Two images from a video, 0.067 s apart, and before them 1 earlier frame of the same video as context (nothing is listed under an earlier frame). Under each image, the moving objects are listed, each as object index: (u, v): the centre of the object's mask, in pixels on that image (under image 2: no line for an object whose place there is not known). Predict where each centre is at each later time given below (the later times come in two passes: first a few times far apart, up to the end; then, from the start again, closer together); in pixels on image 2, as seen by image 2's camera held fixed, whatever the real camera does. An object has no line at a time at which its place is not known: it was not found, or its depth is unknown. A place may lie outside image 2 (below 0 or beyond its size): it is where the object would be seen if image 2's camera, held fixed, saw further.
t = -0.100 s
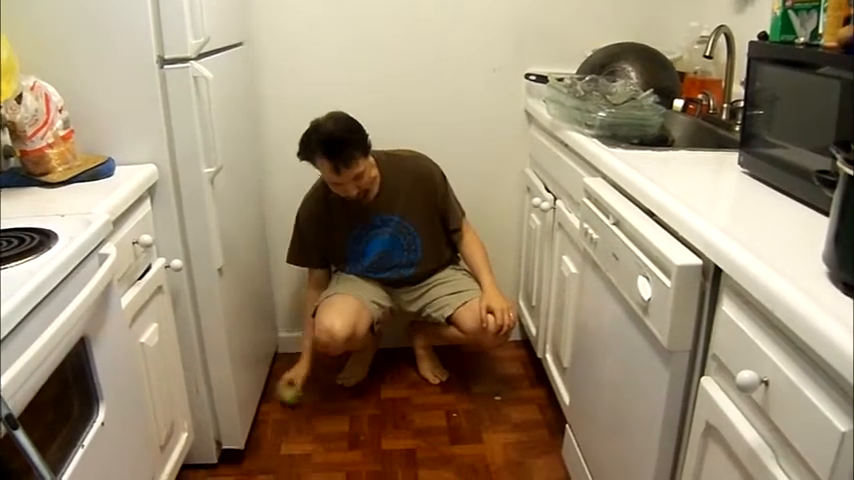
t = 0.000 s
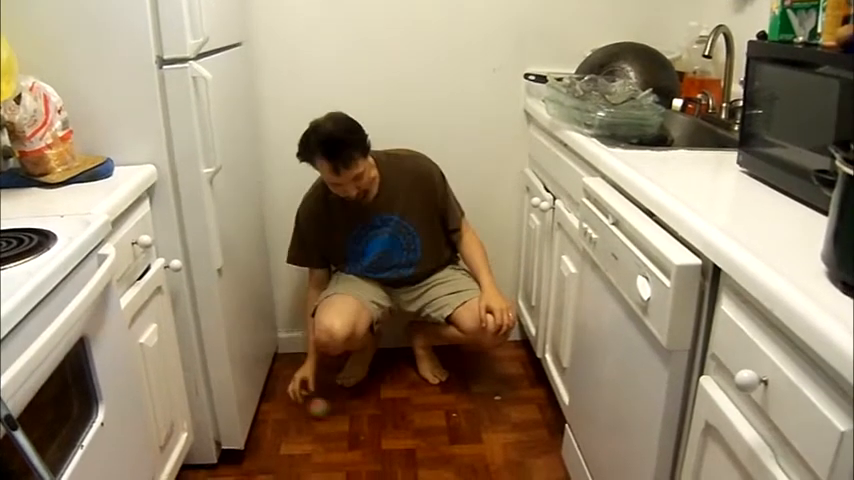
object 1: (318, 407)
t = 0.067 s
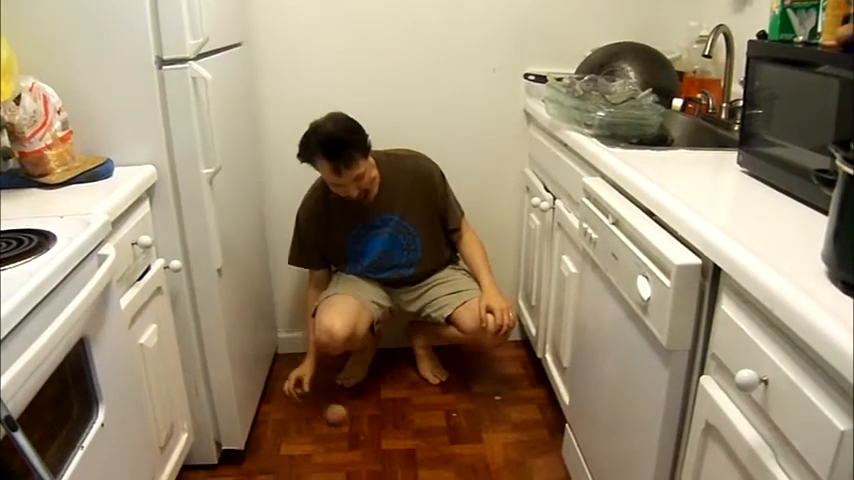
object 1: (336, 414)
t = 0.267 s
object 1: (382, 432)
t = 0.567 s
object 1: (448, 459)
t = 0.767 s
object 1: (489, 479)
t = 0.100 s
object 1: (346, 417)
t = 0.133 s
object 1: (352, 420)
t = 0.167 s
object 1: (360, 423)
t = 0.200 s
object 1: (367, 426)
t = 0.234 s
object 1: (375, 429)
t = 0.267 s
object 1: (382, 432)
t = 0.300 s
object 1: (390, 434)
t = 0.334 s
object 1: (398, 437)
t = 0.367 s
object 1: (405, 441)
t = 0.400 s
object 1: (412, 444)
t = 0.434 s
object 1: (419, 447)
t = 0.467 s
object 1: (427, 450)
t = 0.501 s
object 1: (434, 453)
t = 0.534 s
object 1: (440, 457)
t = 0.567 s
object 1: (448, 459)
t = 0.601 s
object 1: (455, 463)
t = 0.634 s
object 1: (462, 466)
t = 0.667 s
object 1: (468, 469)
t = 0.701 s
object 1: (476, 473)
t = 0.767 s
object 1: (489, 479)
